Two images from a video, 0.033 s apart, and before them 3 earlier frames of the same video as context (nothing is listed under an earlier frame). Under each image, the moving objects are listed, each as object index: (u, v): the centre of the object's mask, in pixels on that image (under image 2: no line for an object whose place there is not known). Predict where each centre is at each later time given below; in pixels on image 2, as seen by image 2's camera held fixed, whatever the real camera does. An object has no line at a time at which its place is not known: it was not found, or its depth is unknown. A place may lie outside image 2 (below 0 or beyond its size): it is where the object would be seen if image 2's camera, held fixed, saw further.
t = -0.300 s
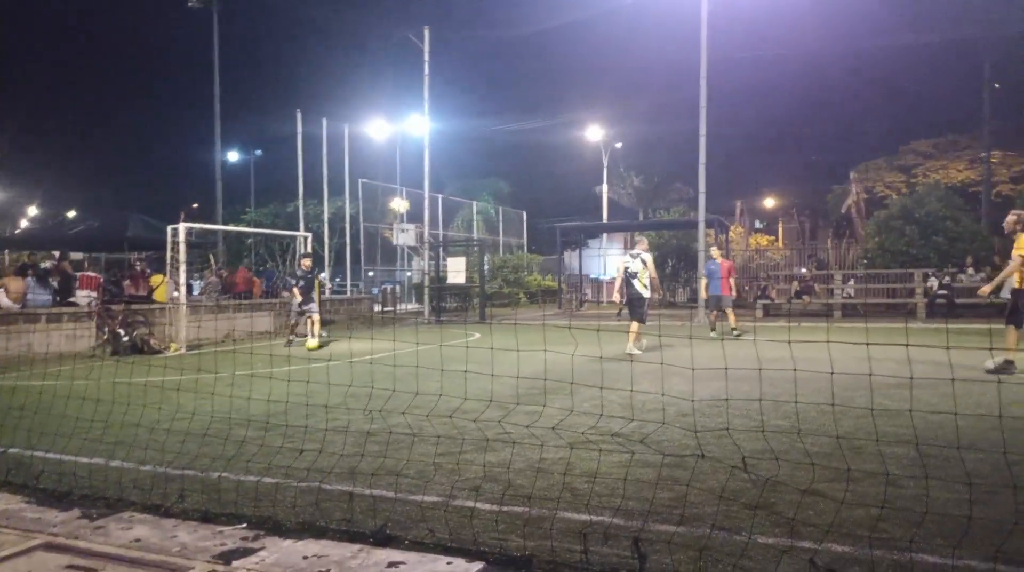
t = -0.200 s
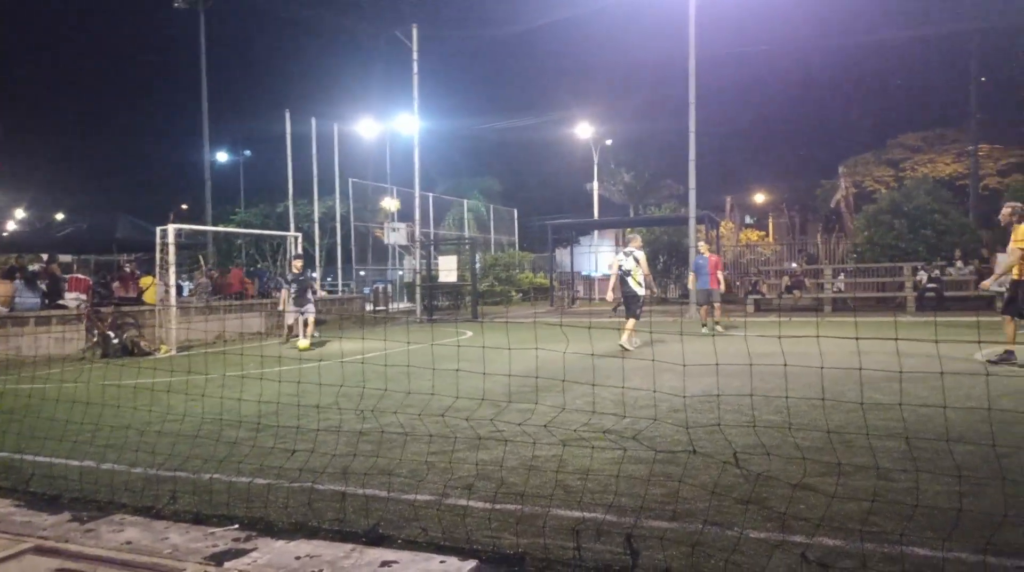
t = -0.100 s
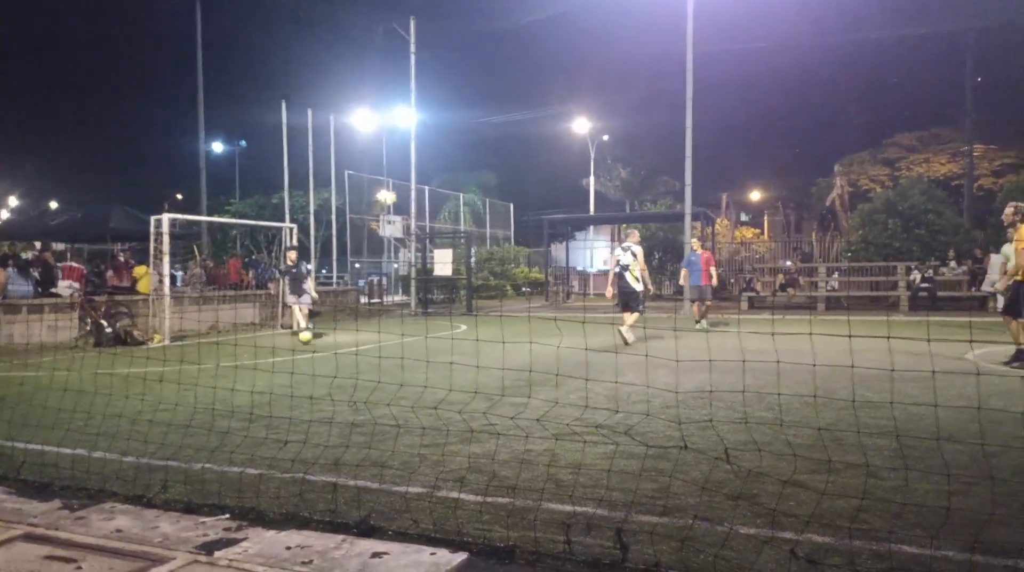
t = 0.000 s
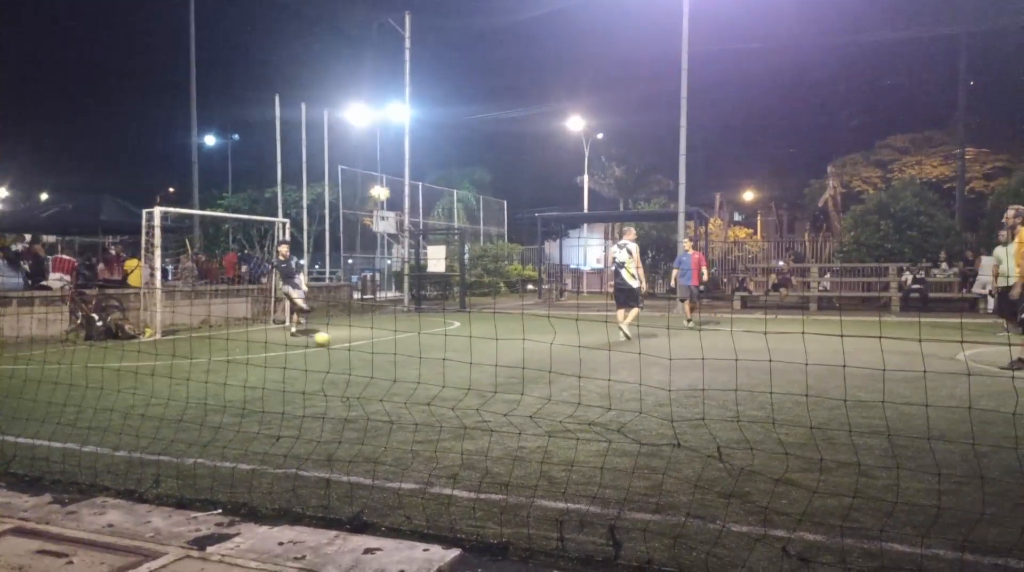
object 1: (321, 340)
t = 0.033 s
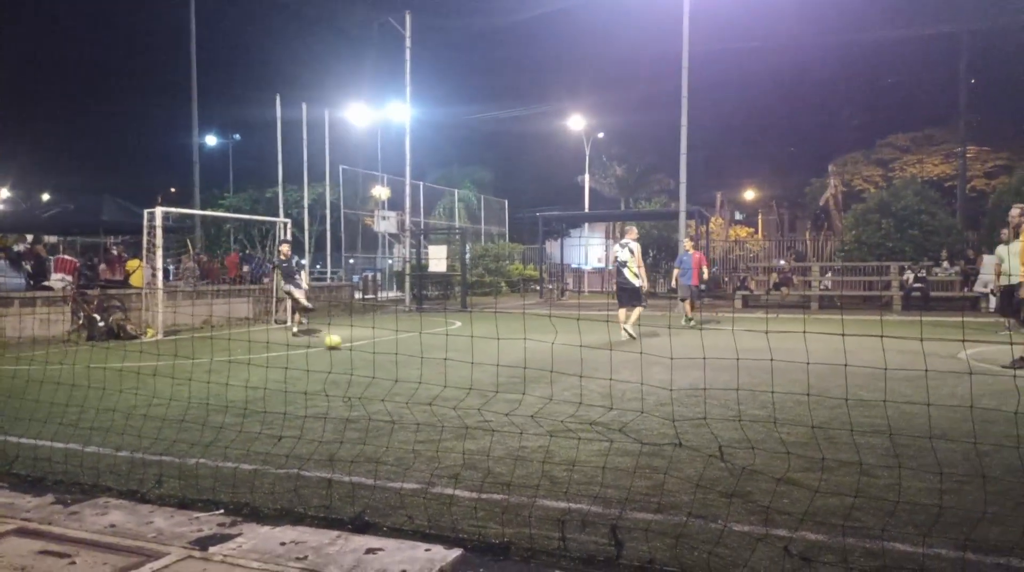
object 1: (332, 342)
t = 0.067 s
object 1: (341, 344)
